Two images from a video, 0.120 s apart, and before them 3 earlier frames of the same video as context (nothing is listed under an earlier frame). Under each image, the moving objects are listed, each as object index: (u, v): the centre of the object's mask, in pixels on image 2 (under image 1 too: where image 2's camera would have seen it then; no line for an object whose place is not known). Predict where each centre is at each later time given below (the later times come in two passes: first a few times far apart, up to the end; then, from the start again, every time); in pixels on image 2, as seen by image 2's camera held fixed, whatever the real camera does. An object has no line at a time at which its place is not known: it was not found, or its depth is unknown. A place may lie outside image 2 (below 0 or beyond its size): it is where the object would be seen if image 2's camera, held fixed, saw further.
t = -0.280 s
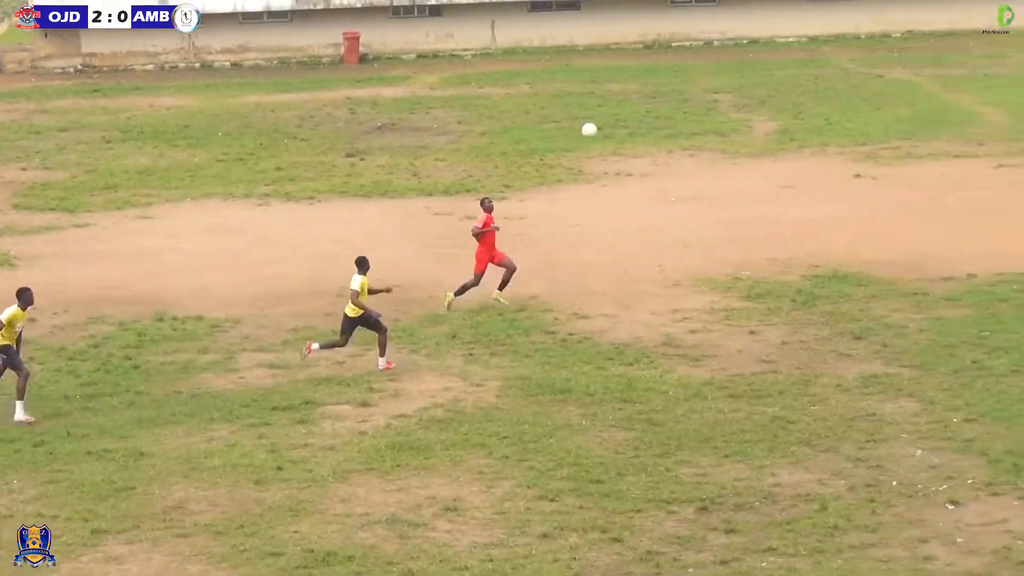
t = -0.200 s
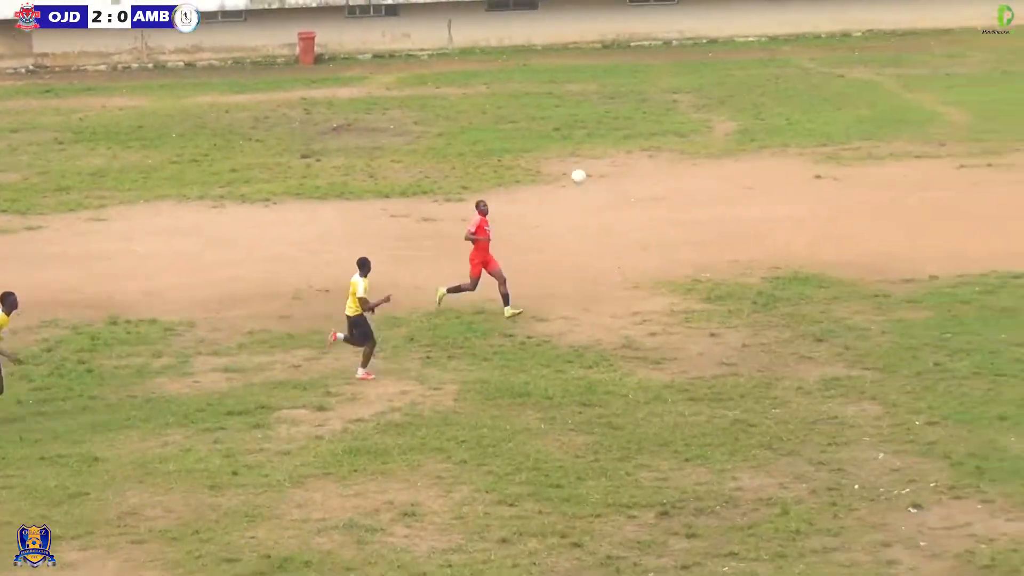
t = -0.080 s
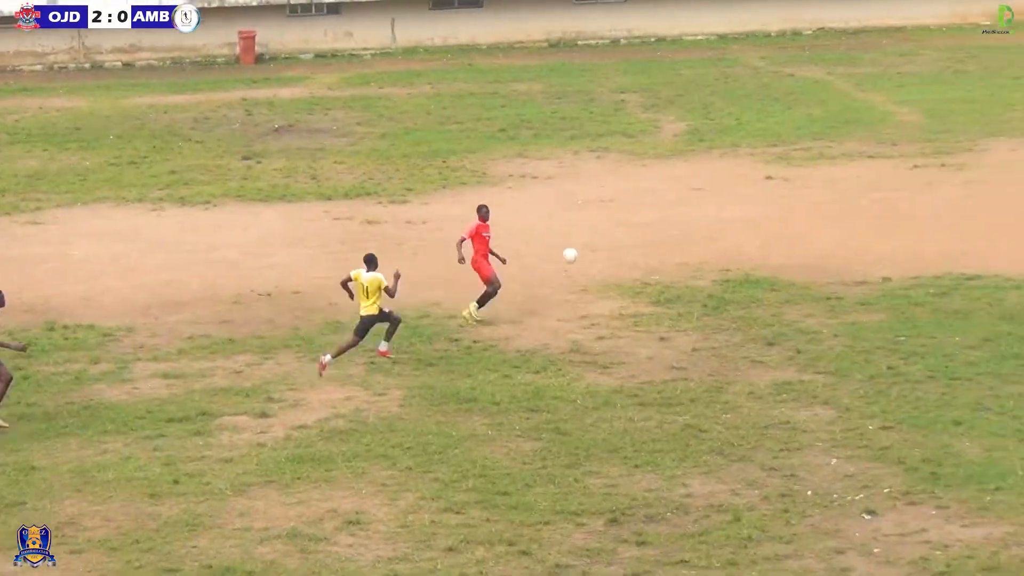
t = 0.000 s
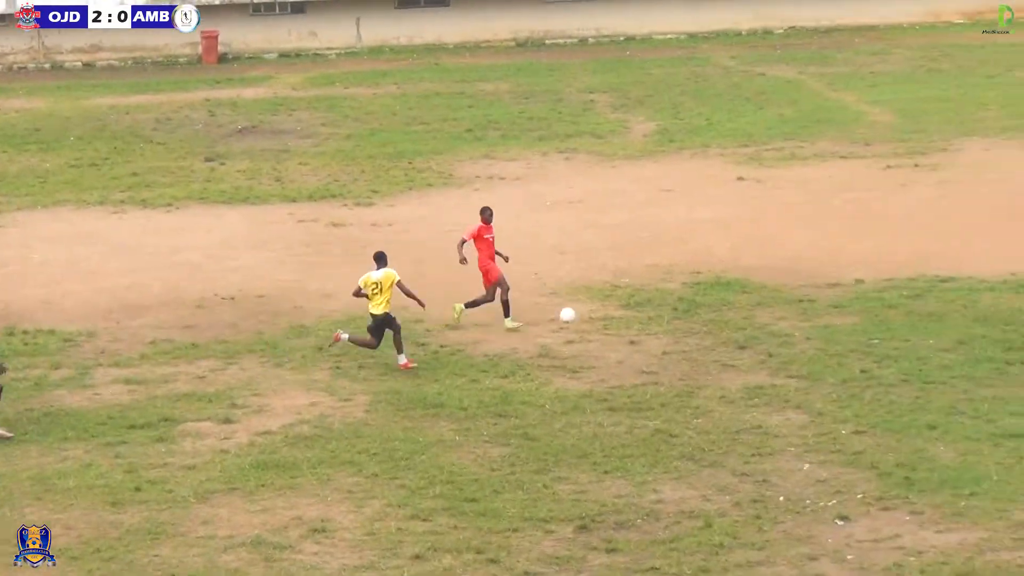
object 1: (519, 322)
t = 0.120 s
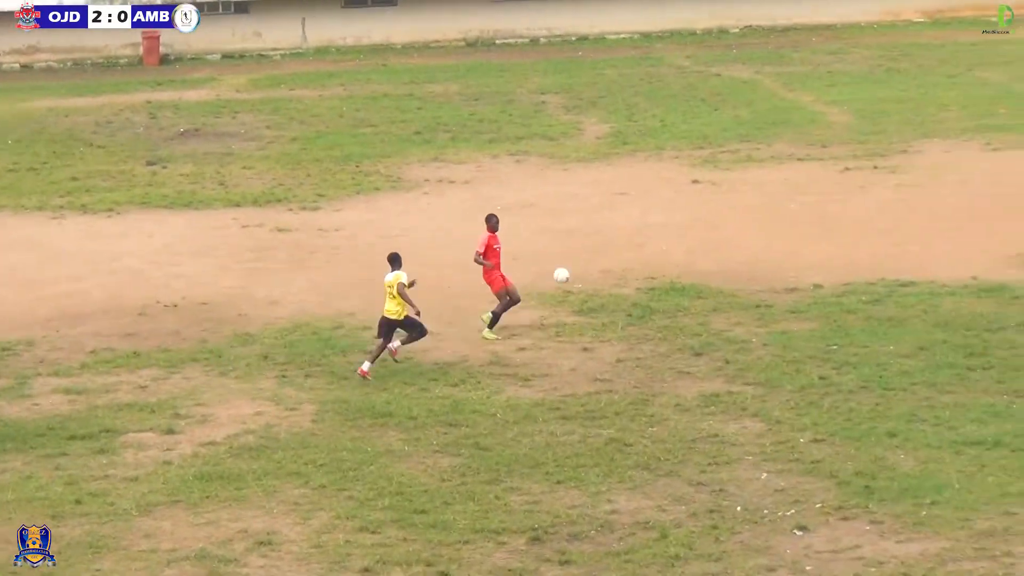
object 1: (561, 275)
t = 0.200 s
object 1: (590, 230)
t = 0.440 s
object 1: (680, 121)
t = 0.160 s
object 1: (575, 252)
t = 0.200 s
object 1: (590, 230)
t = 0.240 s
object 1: (605, 210)
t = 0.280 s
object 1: (620, 190)
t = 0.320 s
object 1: (634, 171)
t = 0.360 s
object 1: (649, 153)
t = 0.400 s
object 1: (665, 137)
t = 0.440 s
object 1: (680, 121)
